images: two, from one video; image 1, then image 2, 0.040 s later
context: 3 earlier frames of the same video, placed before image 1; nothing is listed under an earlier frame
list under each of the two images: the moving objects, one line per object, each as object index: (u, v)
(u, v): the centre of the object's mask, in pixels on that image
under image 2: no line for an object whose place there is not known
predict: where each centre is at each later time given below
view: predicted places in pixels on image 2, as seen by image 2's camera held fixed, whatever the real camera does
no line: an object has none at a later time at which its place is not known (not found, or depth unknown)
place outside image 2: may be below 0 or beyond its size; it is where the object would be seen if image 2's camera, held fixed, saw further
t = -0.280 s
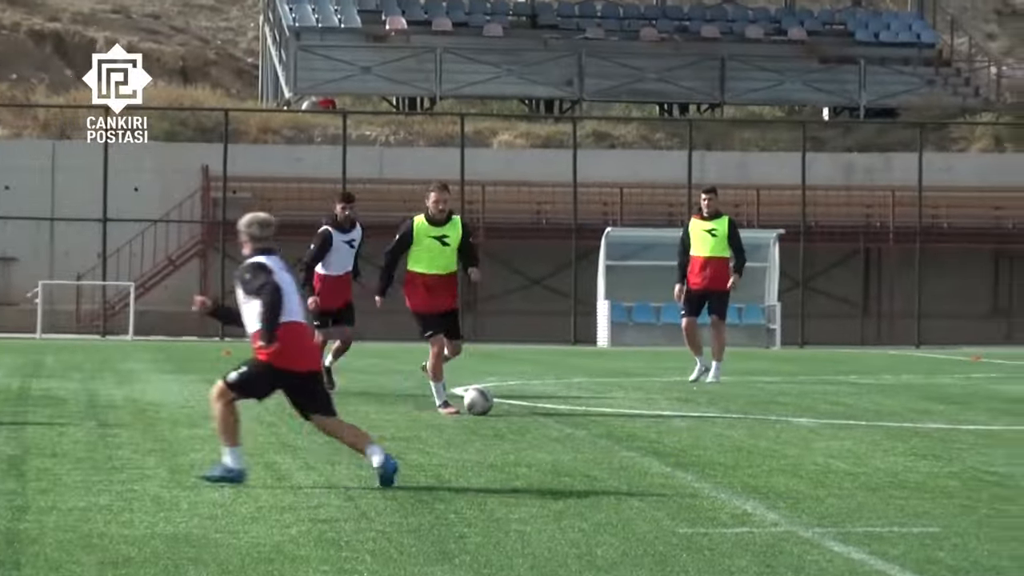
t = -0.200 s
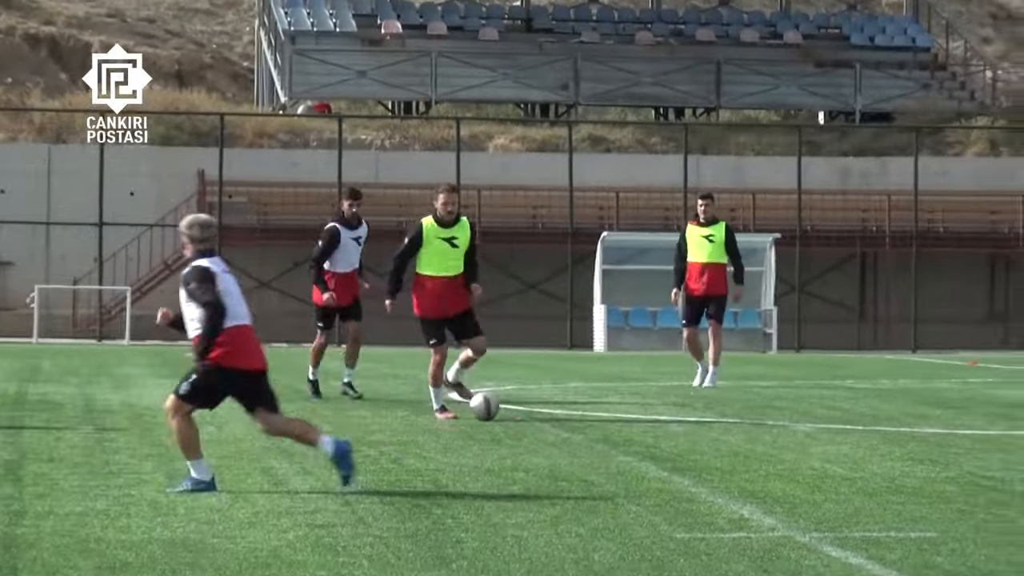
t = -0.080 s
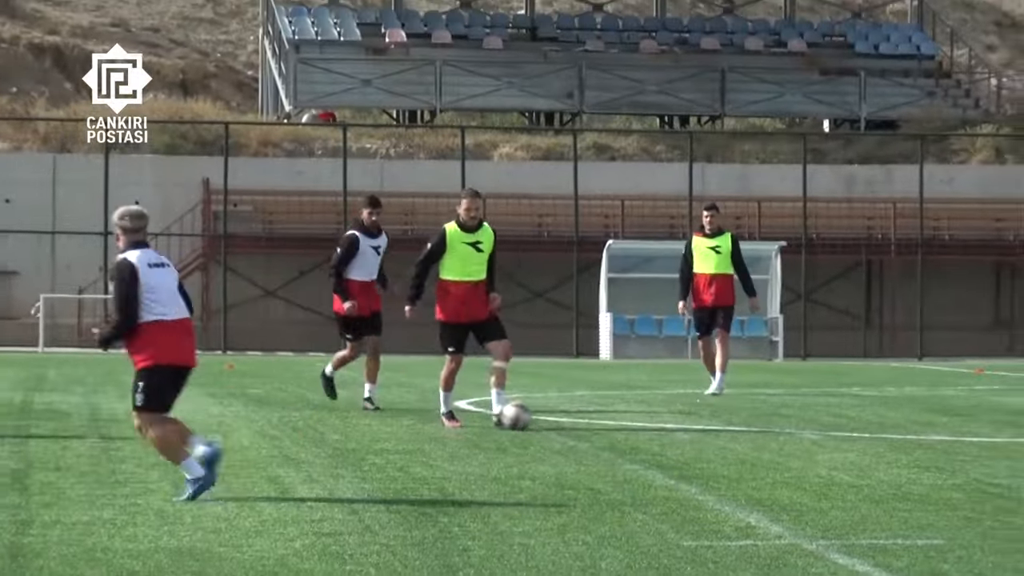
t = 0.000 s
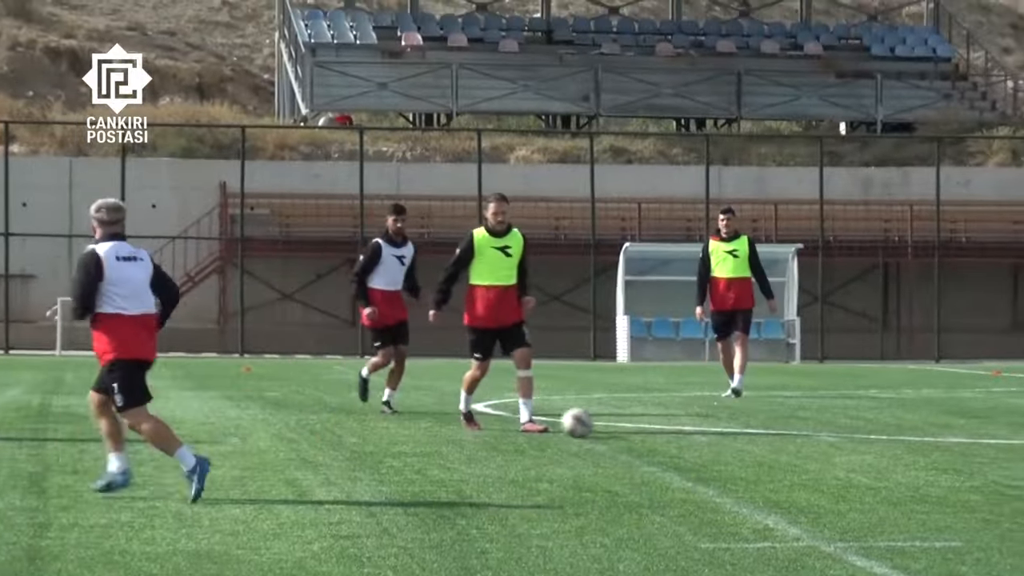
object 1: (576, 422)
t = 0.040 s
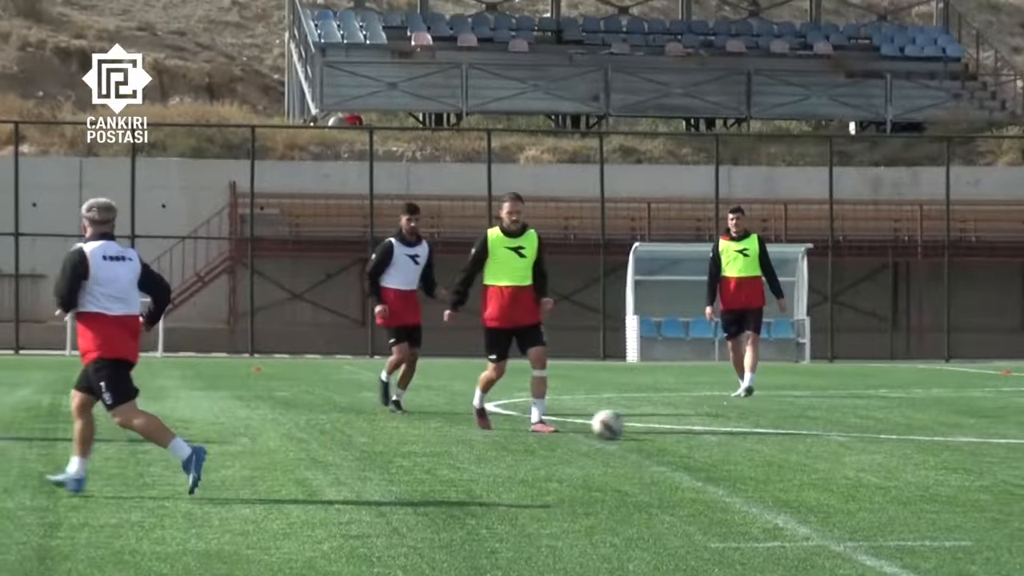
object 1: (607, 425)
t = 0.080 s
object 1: (629, 427)
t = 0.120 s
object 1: (649, 429)
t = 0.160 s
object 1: (669, 429)
